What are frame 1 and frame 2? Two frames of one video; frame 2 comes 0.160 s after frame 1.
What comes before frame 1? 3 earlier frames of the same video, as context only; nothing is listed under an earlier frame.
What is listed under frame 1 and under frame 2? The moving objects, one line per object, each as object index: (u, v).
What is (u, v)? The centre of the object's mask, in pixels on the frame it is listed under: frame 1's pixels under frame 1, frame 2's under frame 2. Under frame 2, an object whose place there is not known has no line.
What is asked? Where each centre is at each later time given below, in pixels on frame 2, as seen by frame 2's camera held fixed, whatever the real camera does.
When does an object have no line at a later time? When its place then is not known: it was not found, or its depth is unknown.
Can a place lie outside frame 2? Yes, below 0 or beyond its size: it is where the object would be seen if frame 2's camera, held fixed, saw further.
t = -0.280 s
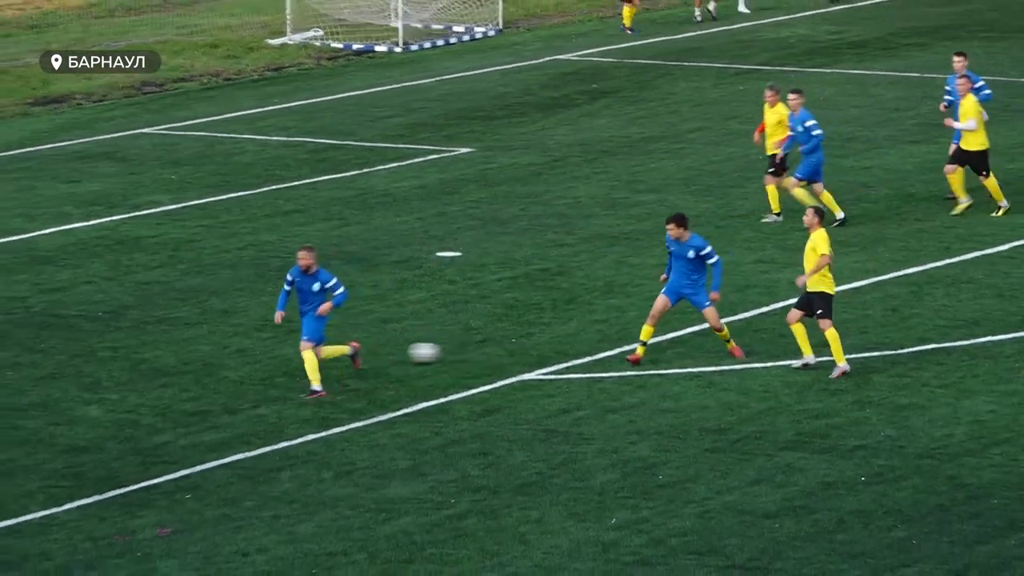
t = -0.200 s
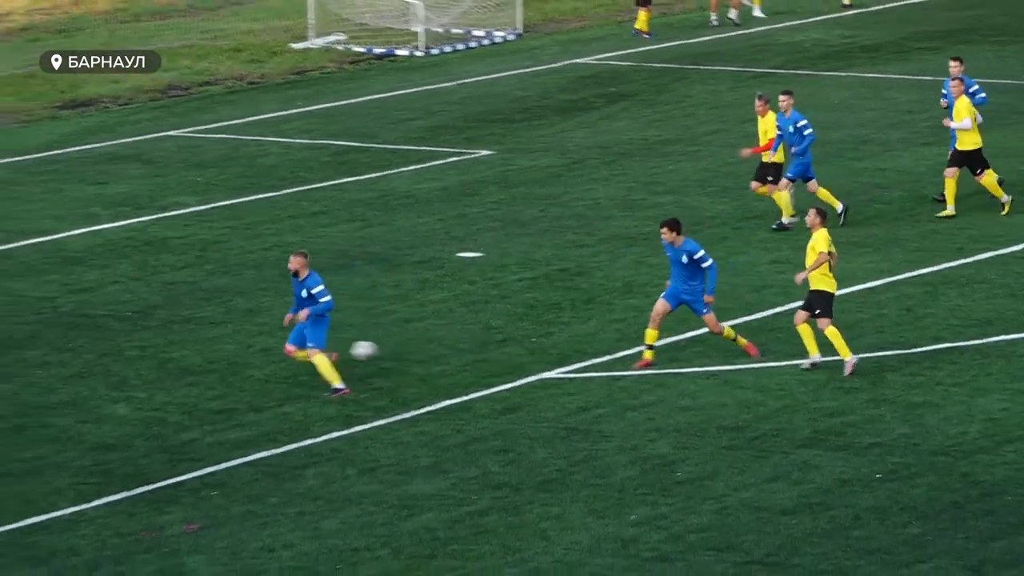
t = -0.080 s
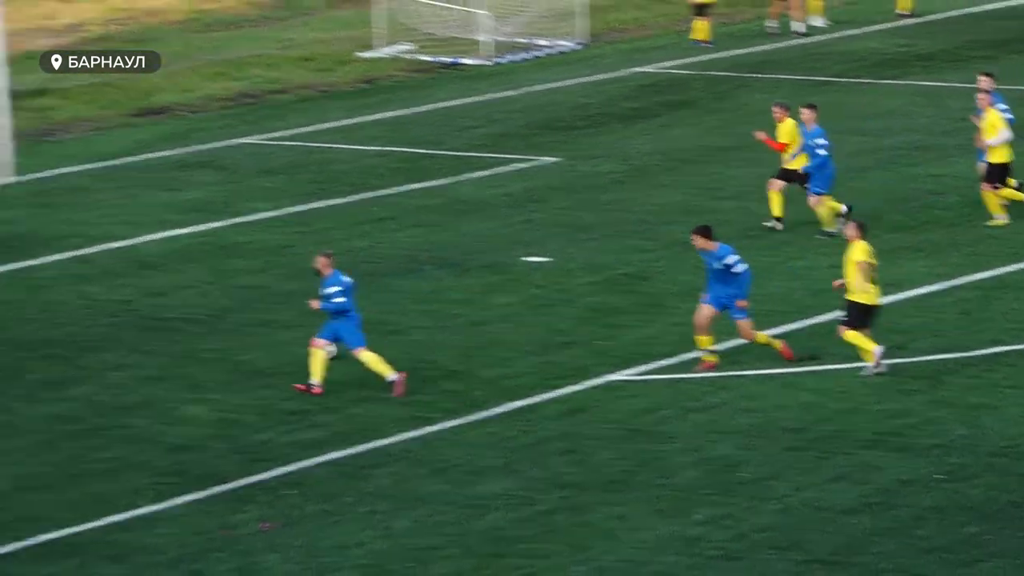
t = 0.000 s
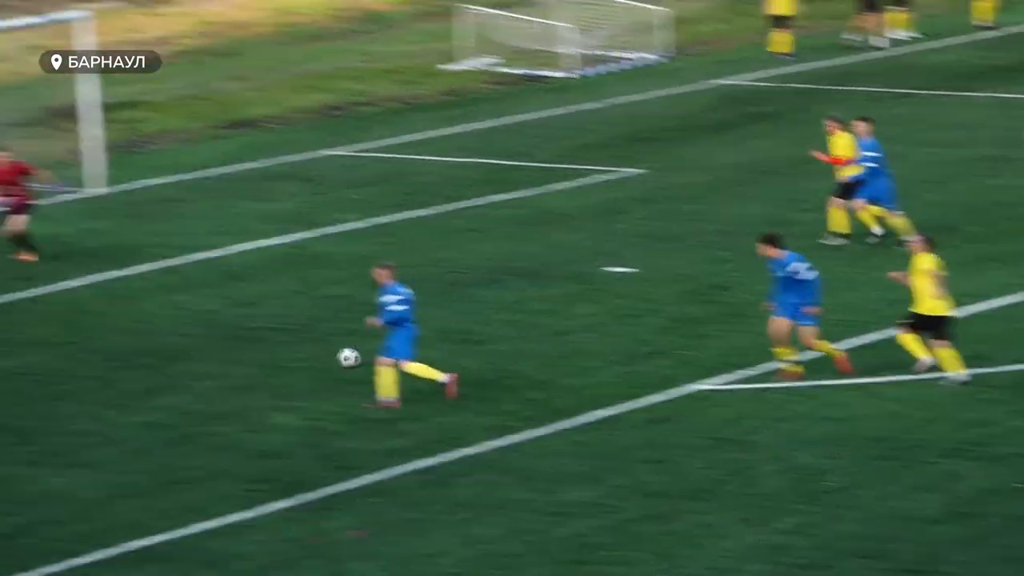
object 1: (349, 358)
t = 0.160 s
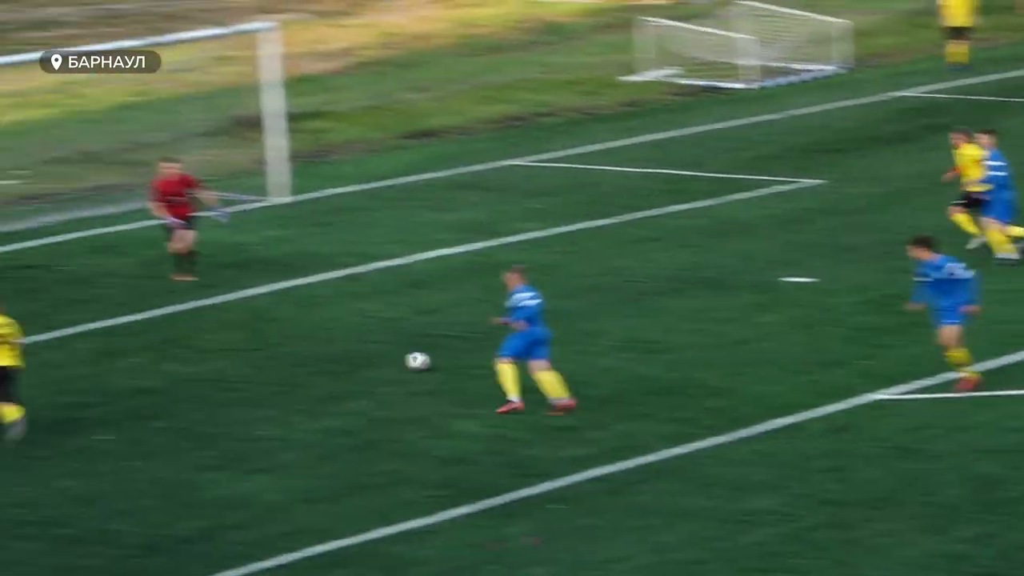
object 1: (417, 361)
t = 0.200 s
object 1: (392, 361)
